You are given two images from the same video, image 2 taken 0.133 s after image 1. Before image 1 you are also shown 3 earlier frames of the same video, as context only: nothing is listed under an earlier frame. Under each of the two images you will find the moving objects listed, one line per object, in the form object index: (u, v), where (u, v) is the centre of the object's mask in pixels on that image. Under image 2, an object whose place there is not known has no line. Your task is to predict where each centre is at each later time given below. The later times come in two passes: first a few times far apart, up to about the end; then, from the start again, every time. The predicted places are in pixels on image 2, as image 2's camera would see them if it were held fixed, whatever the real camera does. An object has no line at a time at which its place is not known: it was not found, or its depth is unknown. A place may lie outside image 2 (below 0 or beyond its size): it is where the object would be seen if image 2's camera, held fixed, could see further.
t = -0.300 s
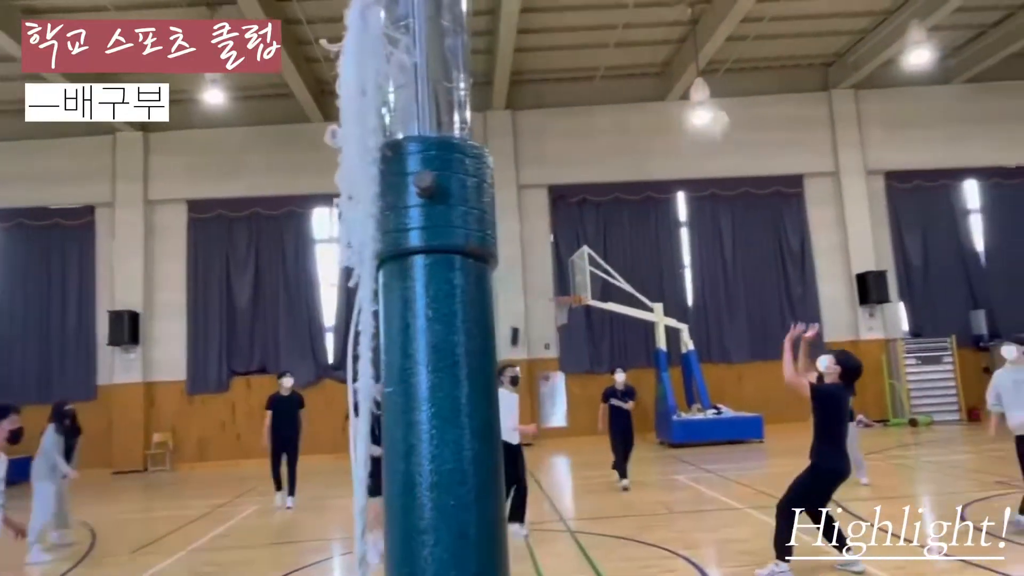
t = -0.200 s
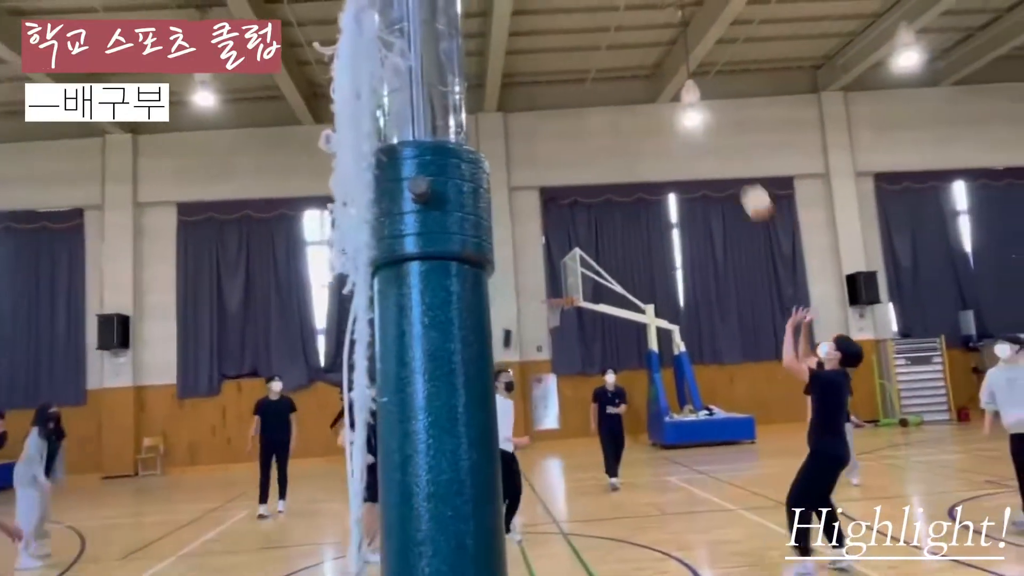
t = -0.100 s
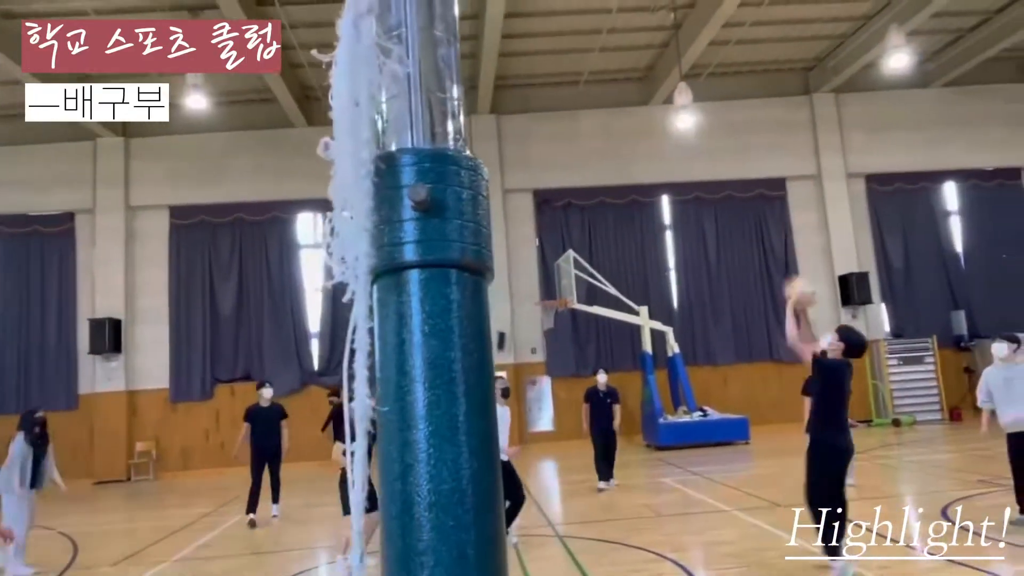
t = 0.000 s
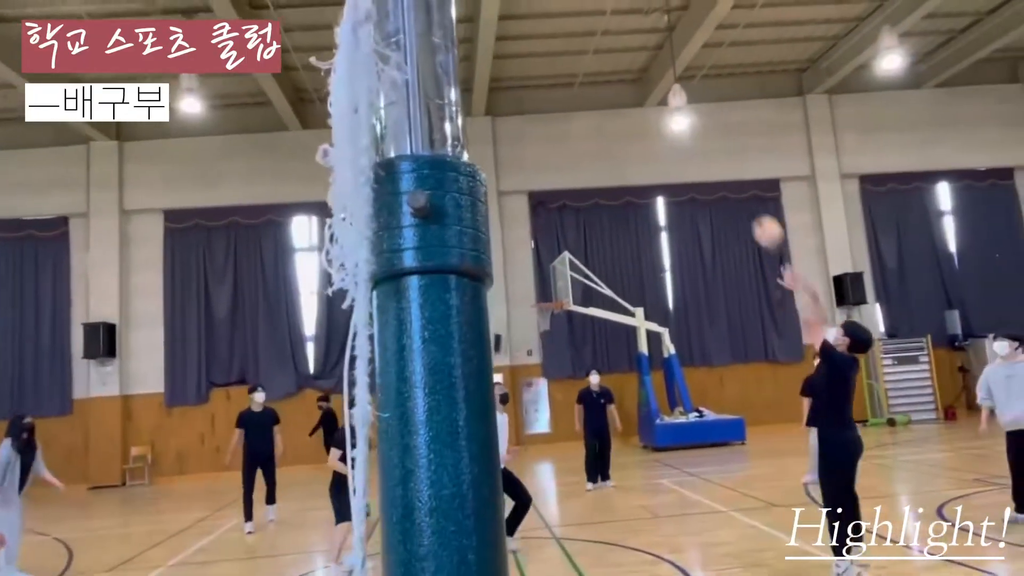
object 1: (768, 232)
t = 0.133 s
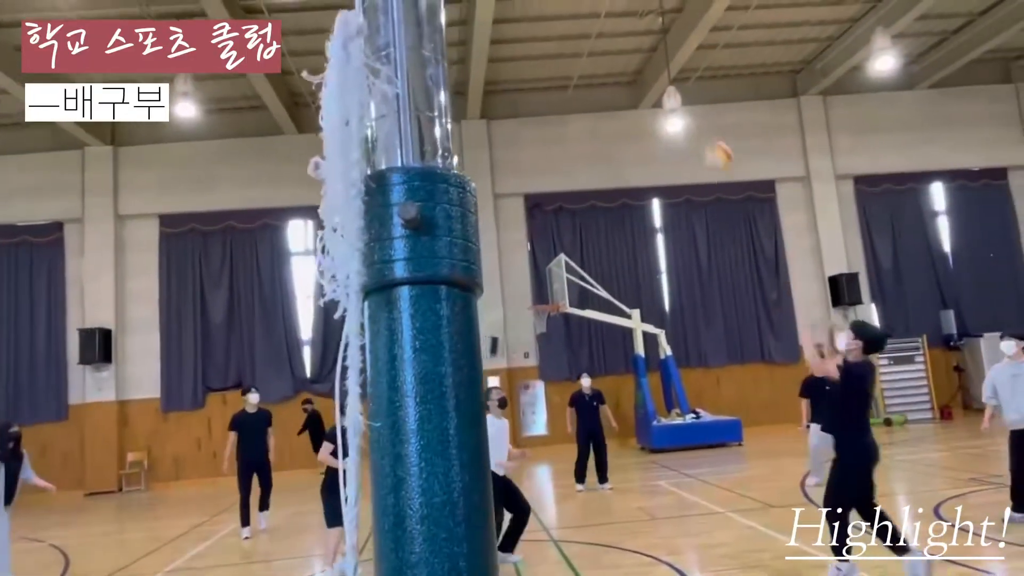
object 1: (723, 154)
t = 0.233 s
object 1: (693, 114)
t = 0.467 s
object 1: (621, 71)
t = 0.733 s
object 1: (558, 94)
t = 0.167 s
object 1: (712, 139)
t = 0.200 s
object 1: (702, 126)
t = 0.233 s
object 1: (693, 114)
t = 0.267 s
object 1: (676, 103)
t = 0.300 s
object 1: (667, 96)
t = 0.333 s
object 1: (656, 88)
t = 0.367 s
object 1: (649, 83)
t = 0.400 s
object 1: (639, 77)
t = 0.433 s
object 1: (630, 74)
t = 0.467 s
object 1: (621, 71)
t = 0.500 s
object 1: (612, 69)
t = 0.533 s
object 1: (604, 69)
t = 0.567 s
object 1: (596, 70)
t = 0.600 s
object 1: (588, 72)
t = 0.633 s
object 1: (580, 76)
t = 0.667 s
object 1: (573, 81)
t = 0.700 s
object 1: (565, 86)
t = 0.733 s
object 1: (558, 94)
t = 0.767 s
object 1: (551, 102)
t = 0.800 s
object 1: (544, 112)
